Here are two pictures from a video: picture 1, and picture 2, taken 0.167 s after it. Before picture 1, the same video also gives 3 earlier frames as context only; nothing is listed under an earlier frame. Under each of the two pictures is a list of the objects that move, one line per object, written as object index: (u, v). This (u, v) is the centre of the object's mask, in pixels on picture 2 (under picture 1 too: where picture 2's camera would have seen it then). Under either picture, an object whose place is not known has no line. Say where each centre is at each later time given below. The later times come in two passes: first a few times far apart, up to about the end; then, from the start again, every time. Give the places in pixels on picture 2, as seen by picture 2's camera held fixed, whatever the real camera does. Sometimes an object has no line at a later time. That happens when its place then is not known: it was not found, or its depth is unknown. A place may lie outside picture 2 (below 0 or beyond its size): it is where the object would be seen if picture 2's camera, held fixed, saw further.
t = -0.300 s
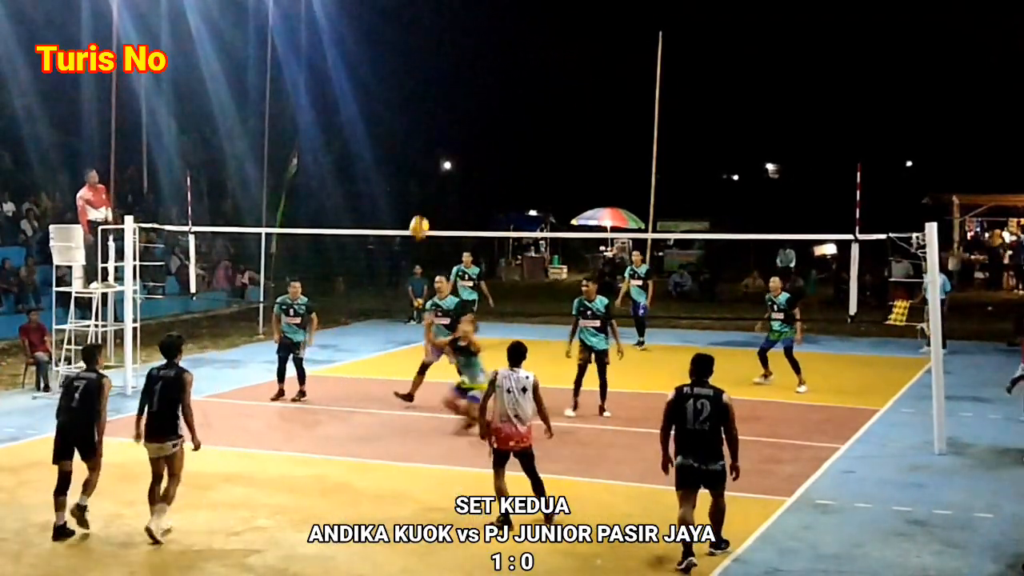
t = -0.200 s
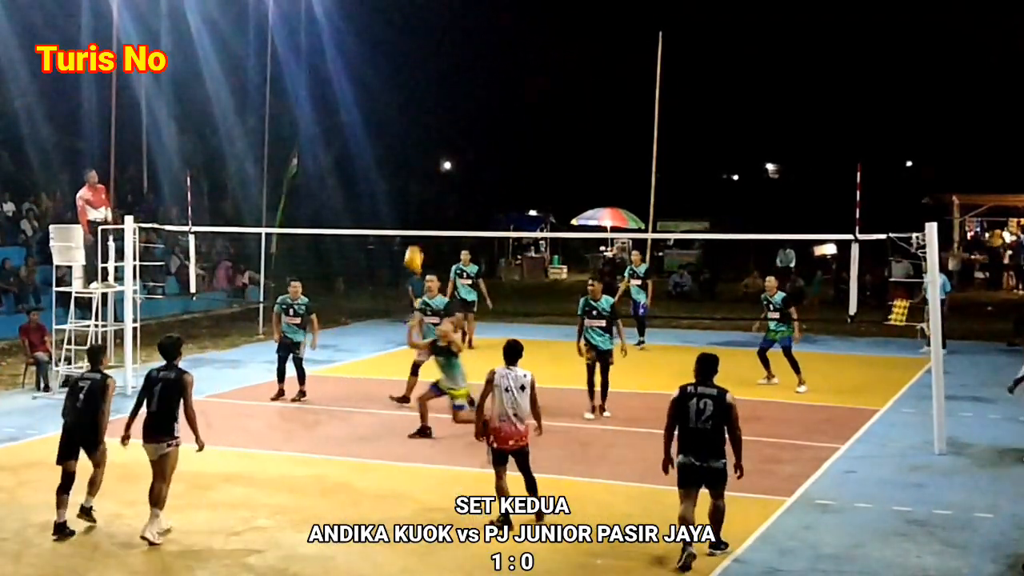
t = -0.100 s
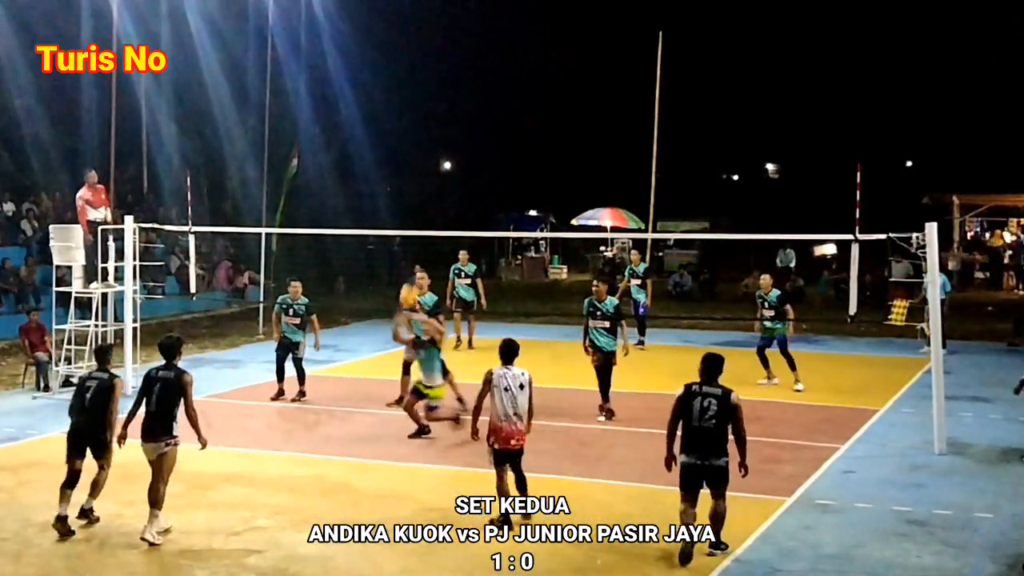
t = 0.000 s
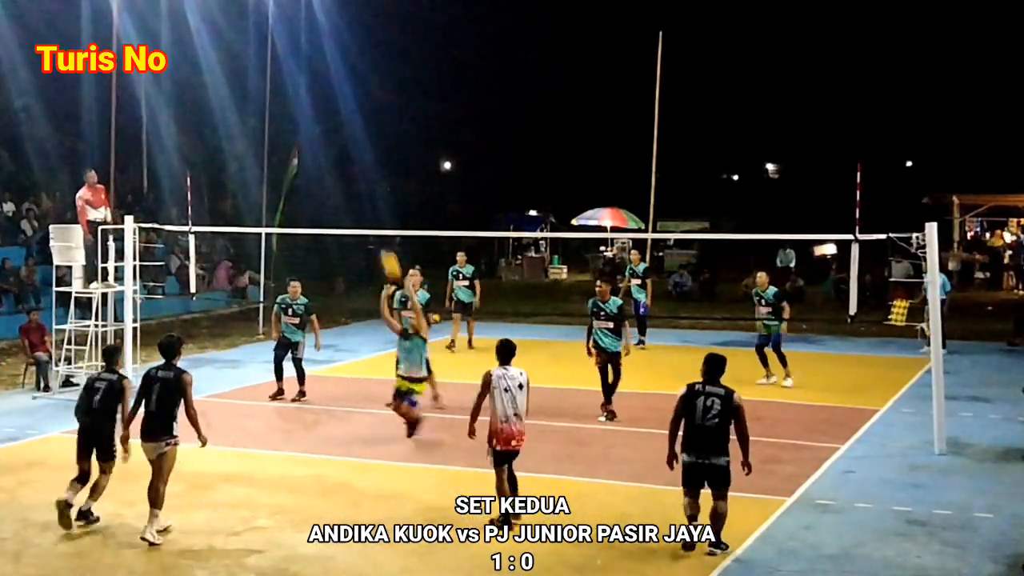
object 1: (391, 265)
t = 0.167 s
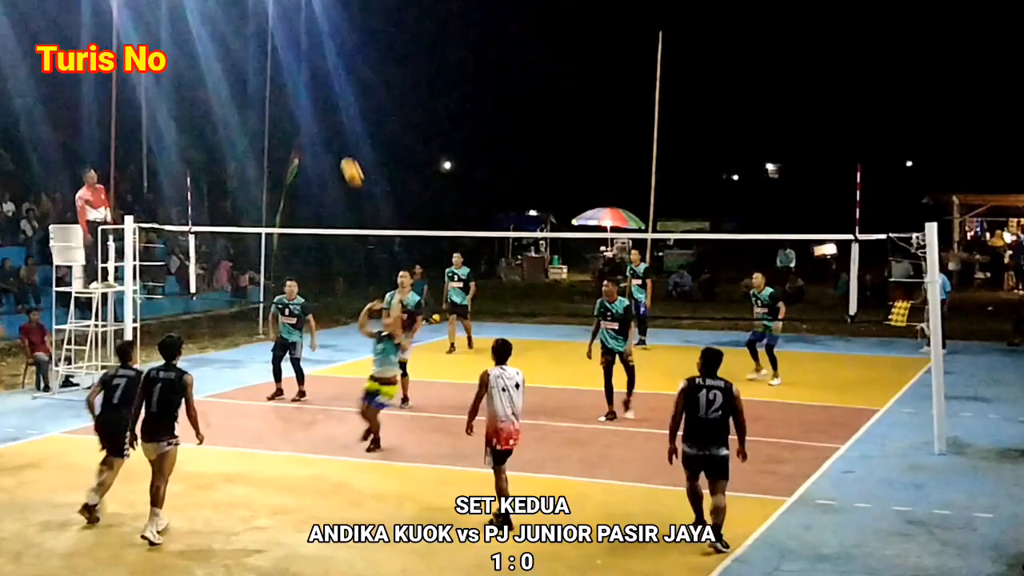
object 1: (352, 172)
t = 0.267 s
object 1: (329, 129)
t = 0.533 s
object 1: (272, 60)
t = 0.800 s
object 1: (217, 53)
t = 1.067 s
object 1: (165, 103)
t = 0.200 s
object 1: (344, 157)
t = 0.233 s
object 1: (337, 143)
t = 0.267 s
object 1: (329, 129)
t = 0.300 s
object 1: (322, 117)
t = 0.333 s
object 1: (315, 106)
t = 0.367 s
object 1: (307, 96)
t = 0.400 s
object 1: (300, 87)
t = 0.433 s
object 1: (293, 79)
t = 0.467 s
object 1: (286, 72)
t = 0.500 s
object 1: (279, 66)
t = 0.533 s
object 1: (272, 60)
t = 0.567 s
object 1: (265, 56)
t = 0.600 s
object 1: (258, 53)
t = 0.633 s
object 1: (251, 51)
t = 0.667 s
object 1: (244, 49)
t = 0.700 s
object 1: (237, 48)
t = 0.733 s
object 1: (230, 49)
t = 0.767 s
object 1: (223, 51)
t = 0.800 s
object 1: (217, 53)
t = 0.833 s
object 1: (210, 56)
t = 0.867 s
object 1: (204, 60)
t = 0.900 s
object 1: (196, 65)
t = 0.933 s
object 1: (190, 71)
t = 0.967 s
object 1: (184, 77)
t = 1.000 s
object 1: (177, 85)
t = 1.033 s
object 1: (171, 93)
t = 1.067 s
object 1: (165, 103)
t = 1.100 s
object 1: (159, 113)
